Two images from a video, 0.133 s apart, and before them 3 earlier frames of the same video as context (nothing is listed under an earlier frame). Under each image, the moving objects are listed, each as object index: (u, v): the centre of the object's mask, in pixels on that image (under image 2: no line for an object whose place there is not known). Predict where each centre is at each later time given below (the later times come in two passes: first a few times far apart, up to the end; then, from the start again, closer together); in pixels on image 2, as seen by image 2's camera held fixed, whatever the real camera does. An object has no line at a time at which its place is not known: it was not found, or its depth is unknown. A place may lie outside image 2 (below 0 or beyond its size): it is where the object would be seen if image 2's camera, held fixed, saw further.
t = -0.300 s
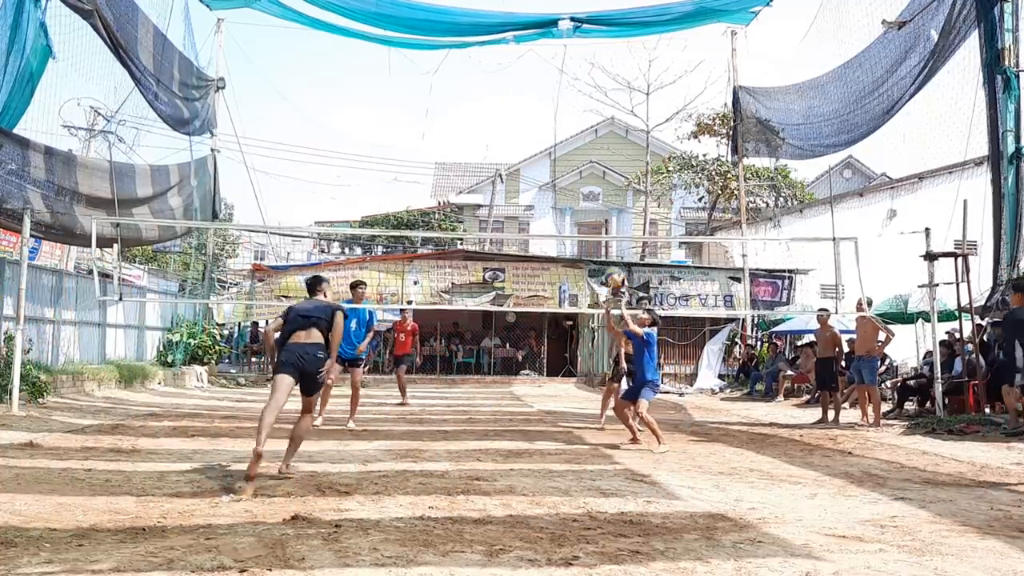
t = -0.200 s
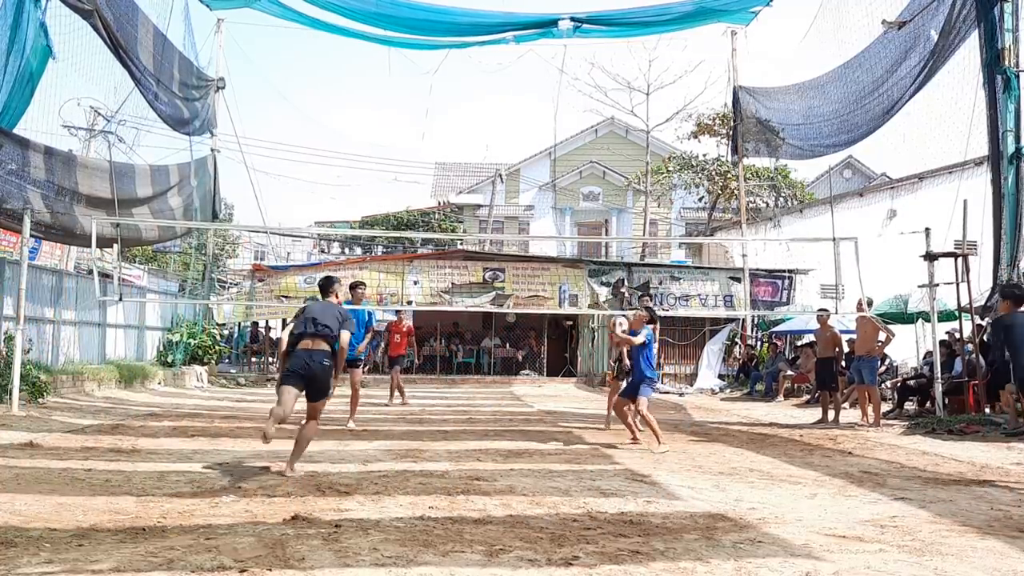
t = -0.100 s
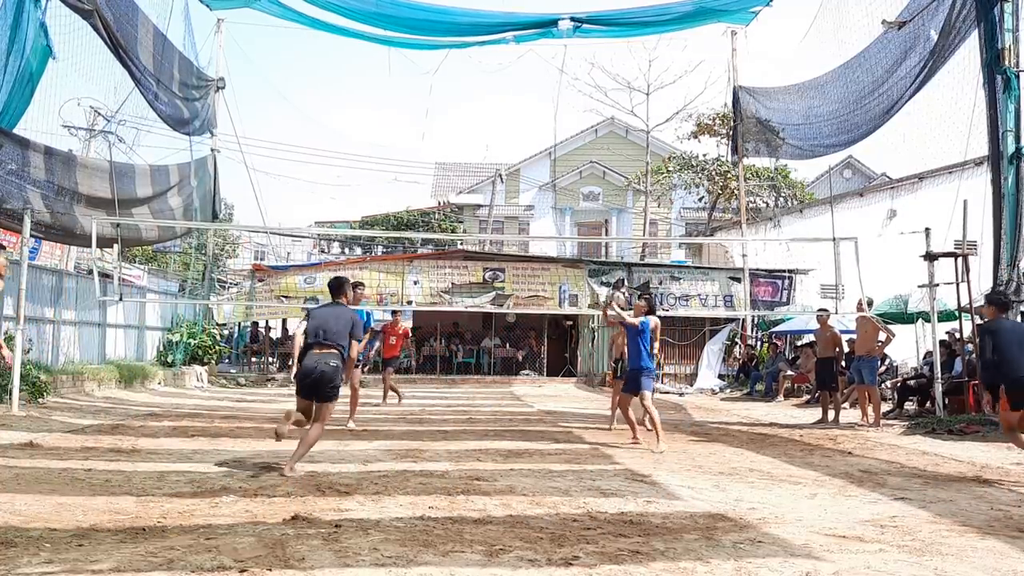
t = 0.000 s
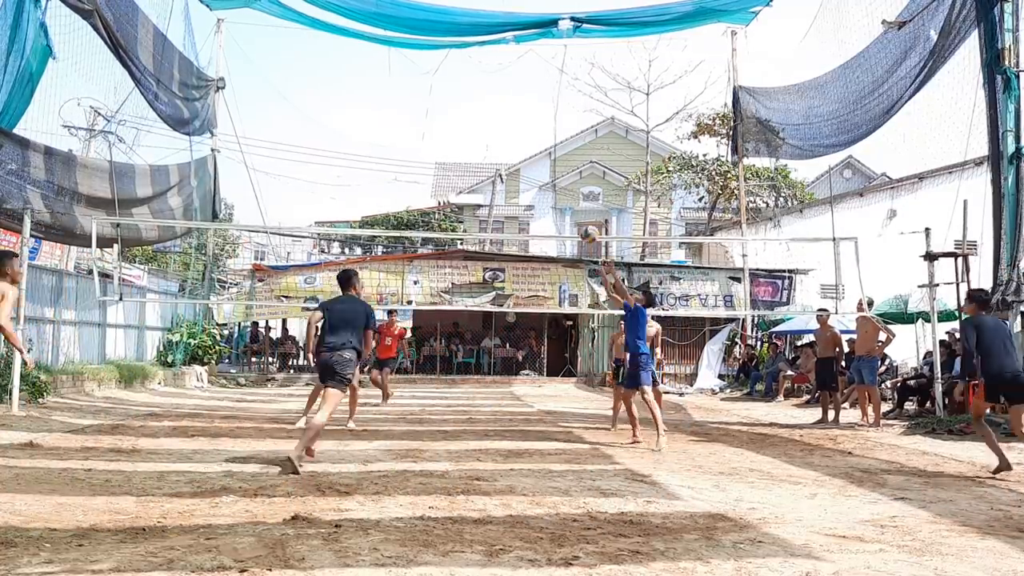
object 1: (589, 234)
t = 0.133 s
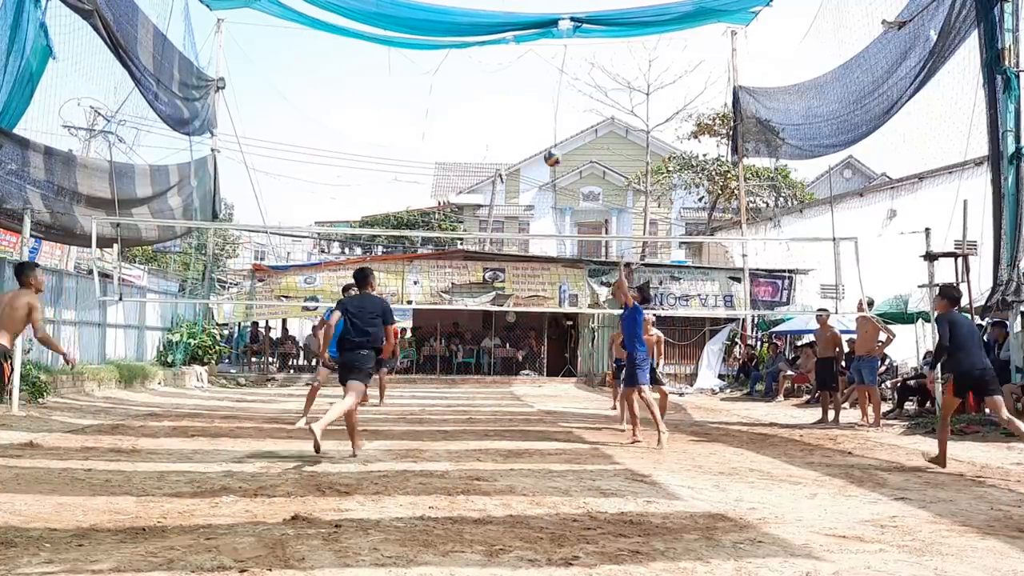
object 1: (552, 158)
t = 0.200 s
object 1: (534, 127)
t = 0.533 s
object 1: (453, 31)
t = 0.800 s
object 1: (389, 25)
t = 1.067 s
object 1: (327, 79)
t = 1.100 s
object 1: (319, 90)
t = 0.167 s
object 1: (543, 142)
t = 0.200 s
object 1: (534, 127)
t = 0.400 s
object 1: (484, 58)
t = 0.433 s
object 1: (477, 48)
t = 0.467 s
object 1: (468, 41)
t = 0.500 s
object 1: (461, 35)
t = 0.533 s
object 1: (453, 31)
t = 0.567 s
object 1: (445, 27)
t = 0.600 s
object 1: (437, 24)
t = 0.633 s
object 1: (429, 22)
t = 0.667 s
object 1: (421, 21)
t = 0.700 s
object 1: (413, 20)
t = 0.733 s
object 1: (405, 21)
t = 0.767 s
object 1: (397, 23)
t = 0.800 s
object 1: (389, 25)
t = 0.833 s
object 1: (381, 29)
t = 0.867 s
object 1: (373, 33)
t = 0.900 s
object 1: (365, 39)
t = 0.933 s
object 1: (358, 45)
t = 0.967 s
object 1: (350, 52)
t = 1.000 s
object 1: (342, 60)
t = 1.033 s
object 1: (334, 69)
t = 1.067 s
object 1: (327, 79)
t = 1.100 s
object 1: (319, 90)
